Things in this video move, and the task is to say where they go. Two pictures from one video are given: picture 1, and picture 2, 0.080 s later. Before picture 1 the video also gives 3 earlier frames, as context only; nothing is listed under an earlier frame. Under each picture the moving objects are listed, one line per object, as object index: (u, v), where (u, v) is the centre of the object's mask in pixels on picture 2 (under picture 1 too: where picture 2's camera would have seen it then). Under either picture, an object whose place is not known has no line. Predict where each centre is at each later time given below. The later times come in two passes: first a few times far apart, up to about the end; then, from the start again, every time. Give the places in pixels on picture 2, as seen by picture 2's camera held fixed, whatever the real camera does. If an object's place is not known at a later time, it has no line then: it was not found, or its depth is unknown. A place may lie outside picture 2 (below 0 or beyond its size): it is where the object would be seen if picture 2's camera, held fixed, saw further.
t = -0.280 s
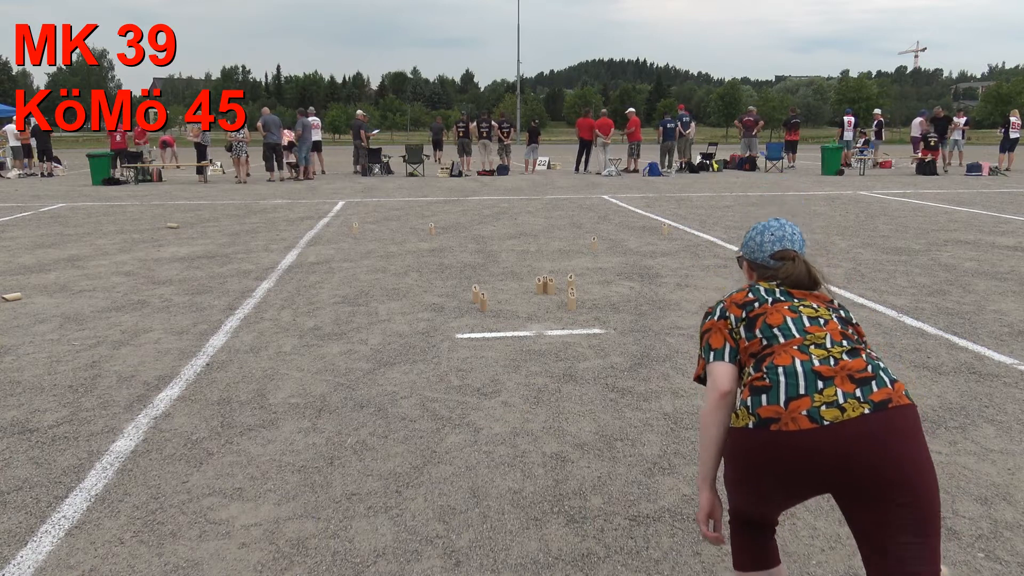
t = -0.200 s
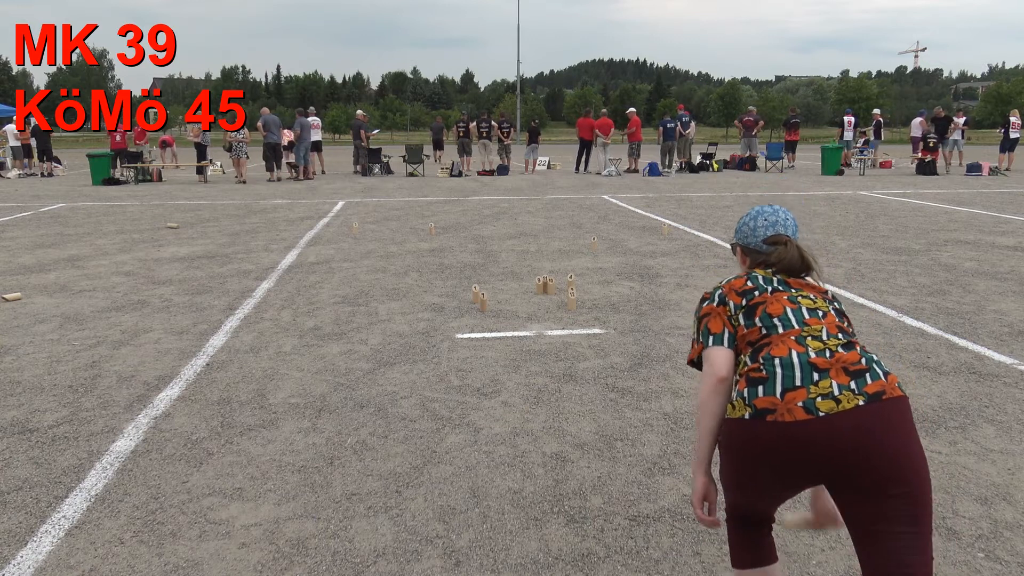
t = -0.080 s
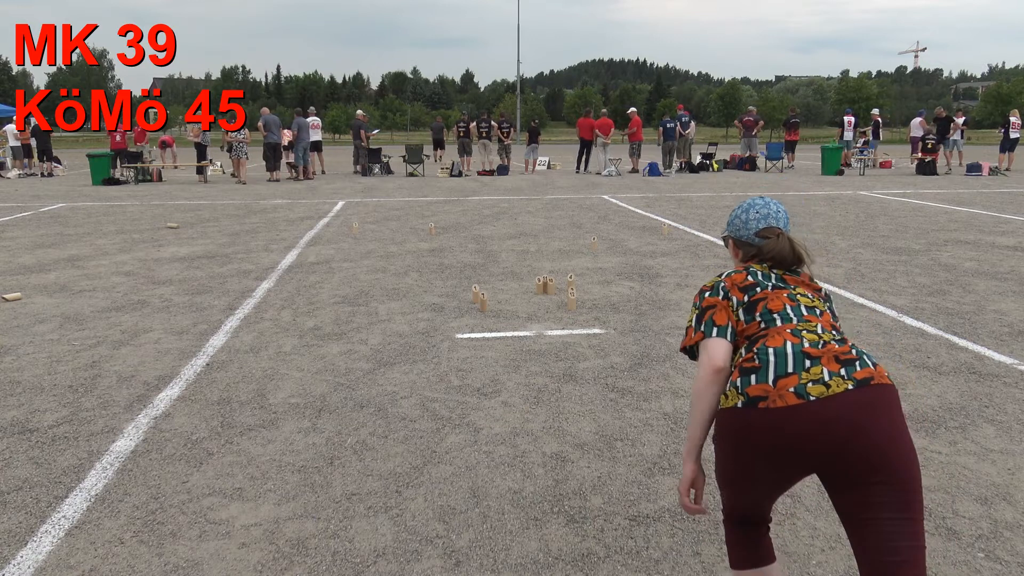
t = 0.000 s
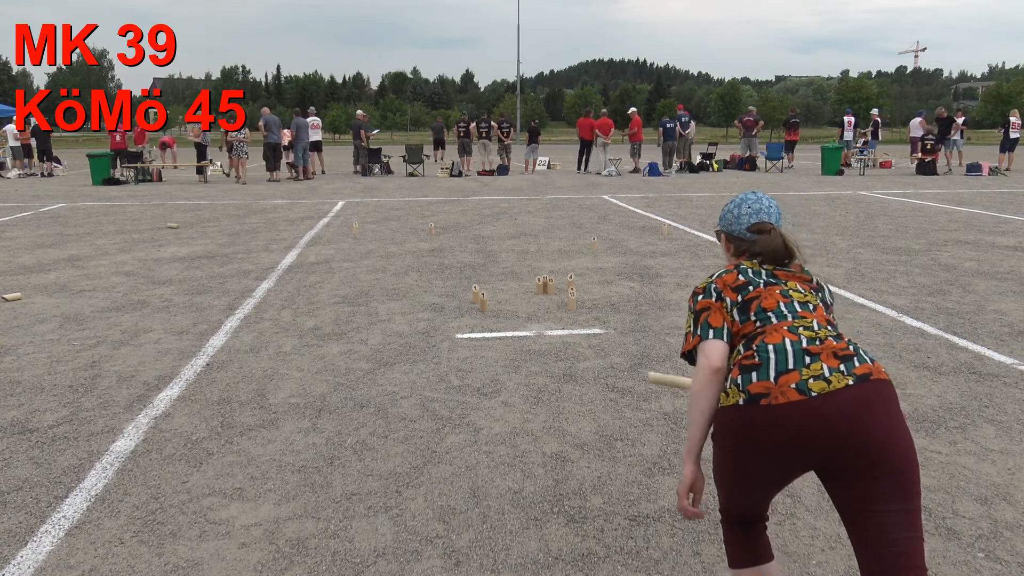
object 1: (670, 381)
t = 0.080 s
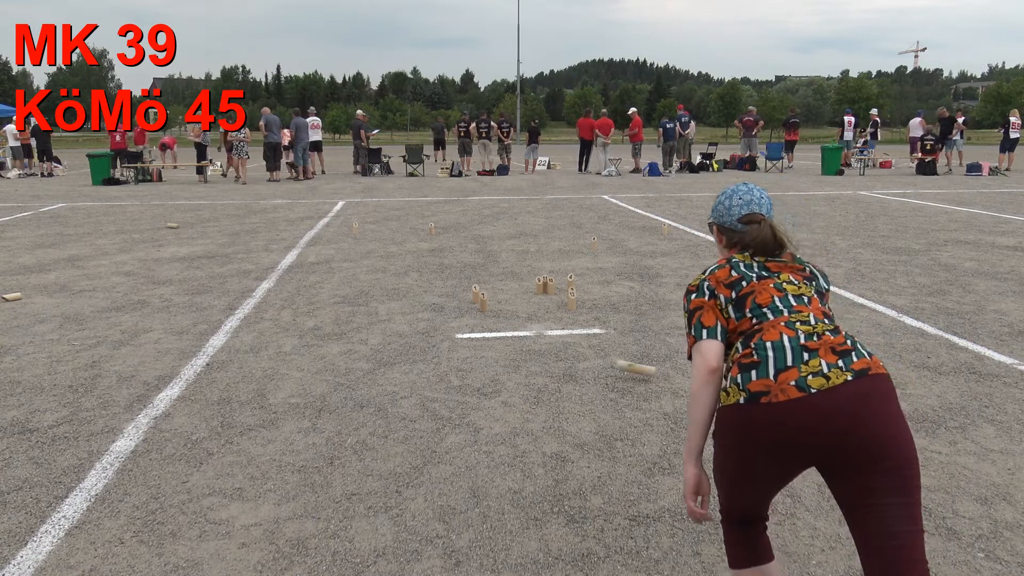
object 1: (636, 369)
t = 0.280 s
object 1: (594, 322)
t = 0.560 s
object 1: (597, 282)
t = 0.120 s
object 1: (625, 363)
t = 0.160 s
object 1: (616, 349)
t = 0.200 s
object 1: (607, 338)
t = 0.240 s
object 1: (600, 330)
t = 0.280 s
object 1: (594, 322)
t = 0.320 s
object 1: (589, 315)
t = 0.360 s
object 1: (585, 307)
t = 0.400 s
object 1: (584, 300)
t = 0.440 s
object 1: (566, 298)
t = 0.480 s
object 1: (589, 291)
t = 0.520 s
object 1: (594, 285)
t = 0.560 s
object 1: (597, 282)
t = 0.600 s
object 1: (599, 282)
